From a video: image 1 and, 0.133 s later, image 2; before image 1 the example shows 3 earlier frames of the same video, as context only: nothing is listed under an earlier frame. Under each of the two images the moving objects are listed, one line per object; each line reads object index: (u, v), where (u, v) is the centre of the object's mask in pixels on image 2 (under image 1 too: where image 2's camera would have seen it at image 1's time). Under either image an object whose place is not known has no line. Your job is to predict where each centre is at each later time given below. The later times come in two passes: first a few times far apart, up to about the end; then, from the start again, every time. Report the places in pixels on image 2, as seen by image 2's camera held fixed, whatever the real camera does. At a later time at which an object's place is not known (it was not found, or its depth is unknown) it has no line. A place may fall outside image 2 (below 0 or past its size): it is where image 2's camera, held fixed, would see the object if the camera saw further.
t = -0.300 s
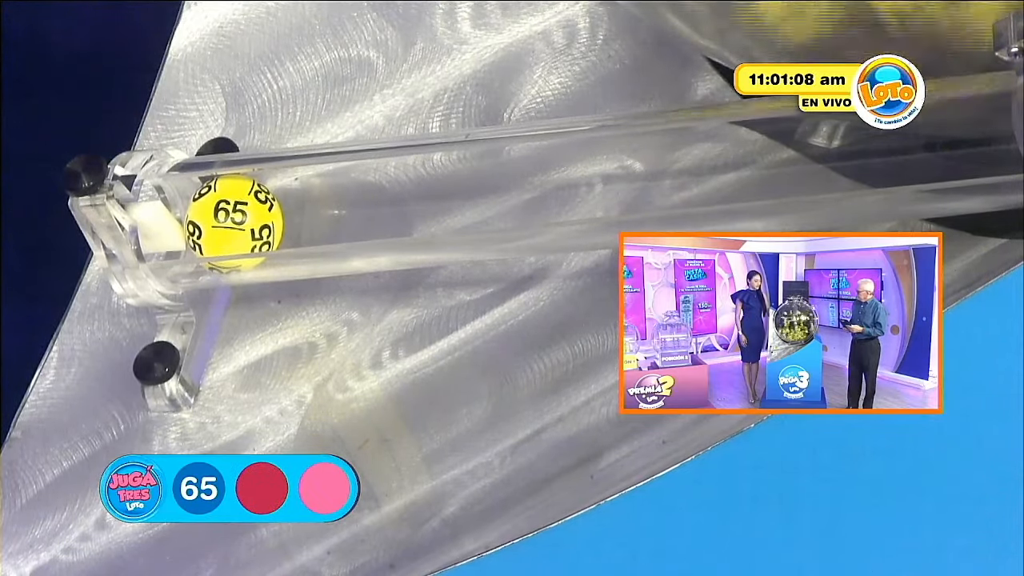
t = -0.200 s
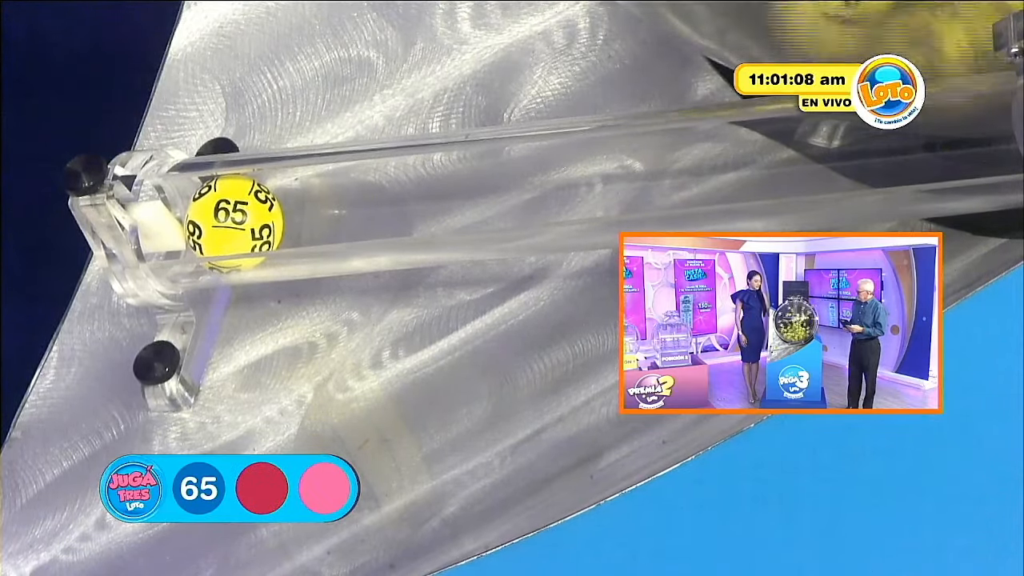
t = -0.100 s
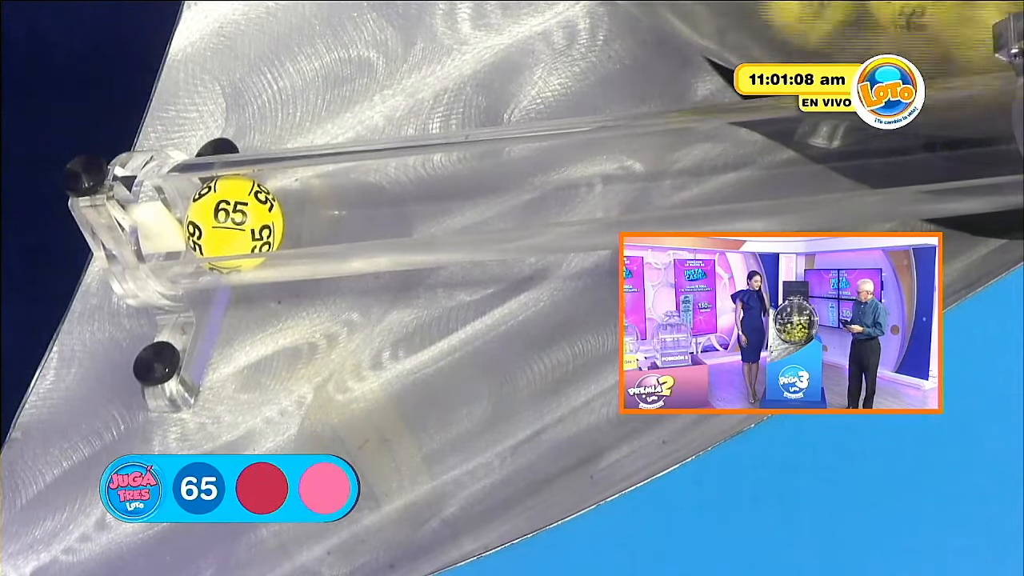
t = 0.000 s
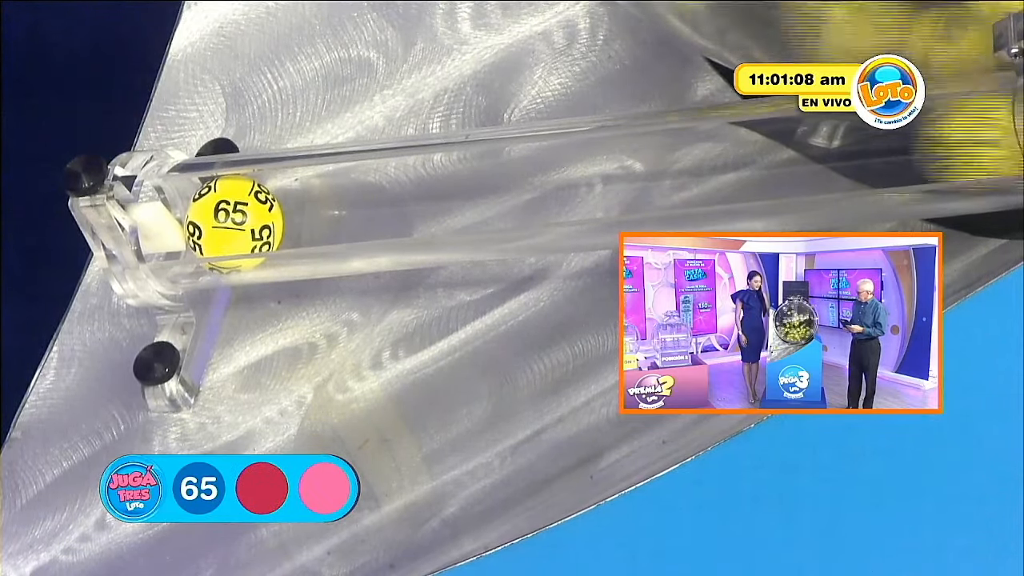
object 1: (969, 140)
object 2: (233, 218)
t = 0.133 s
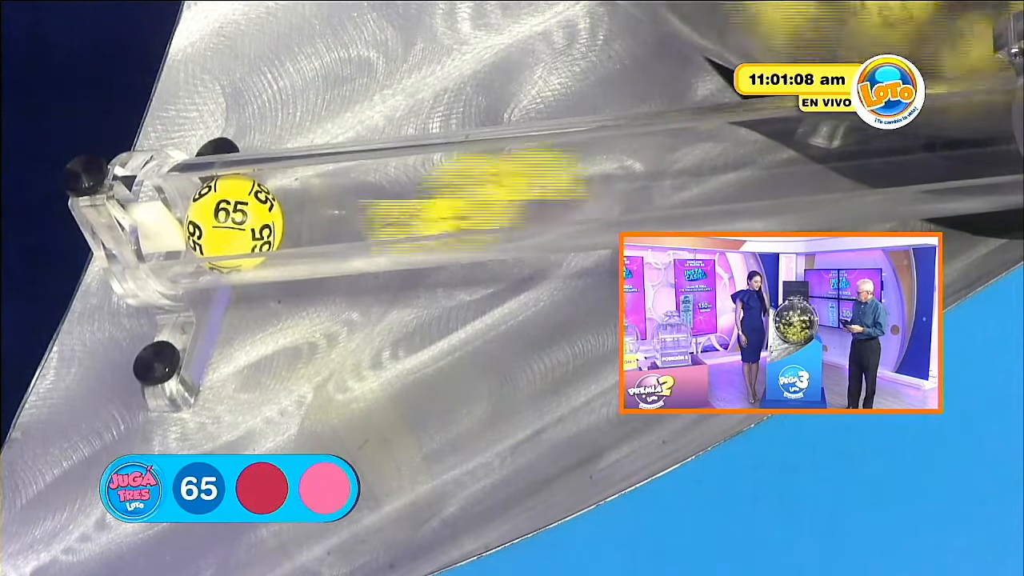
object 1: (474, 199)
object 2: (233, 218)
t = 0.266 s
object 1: (401, 200)
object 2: (250, 215)
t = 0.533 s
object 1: (327, 210)
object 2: (231, 218)
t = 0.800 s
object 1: (317, 214)
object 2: (229, 218)
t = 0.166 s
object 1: (369, 203)
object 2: (233, 218)
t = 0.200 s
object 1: (347, 207)
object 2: (244, 216)
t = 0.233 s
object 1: (378, 202)
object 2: (250, 215)
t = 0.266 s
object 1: (401, 200)
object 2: (250, 215)
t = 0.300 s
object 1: (416, 199)
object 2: (249, 216)
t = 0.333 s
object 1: (421, 198)
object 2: (244, 216)
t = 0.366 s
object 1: (417, 203)
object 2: (236, 218)
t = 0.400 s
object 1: (402, 205)
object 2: (234, 218)
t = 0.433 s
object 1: (387, 208)
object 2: (233, 218)
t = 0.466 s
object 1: (369, 206)
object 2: (233, 219)
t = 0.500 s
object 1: (347, 209)
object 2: (233, 218)
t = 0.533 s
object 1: (327, 210)
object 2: (231, 218)
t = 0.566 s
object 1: (323, 210)
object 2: (235, 217)
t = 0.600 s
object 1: (323, 214)
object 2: (233, 218)
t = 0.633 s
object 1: (320, 209)
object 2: (230, 218)
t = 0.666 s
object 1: (316, 210)
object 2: (229, 218)
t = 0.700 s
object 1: (316, 210)
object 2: (228, 218)
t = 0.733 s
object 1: (315, 210)
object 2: (228, 218)
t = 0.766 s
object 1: (316, 210)
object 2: (228, 218)
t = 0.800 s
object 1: (317, 214)
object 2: (229, 218)
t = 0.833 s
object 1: (316, 210)
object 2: (228, 218)
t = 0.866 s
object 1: (316, 210)
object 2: (228, 218)
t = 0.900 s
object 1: (316, 214)
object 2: (228, 218)
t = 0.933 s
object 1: (316, 210)
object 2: (228, 218)
